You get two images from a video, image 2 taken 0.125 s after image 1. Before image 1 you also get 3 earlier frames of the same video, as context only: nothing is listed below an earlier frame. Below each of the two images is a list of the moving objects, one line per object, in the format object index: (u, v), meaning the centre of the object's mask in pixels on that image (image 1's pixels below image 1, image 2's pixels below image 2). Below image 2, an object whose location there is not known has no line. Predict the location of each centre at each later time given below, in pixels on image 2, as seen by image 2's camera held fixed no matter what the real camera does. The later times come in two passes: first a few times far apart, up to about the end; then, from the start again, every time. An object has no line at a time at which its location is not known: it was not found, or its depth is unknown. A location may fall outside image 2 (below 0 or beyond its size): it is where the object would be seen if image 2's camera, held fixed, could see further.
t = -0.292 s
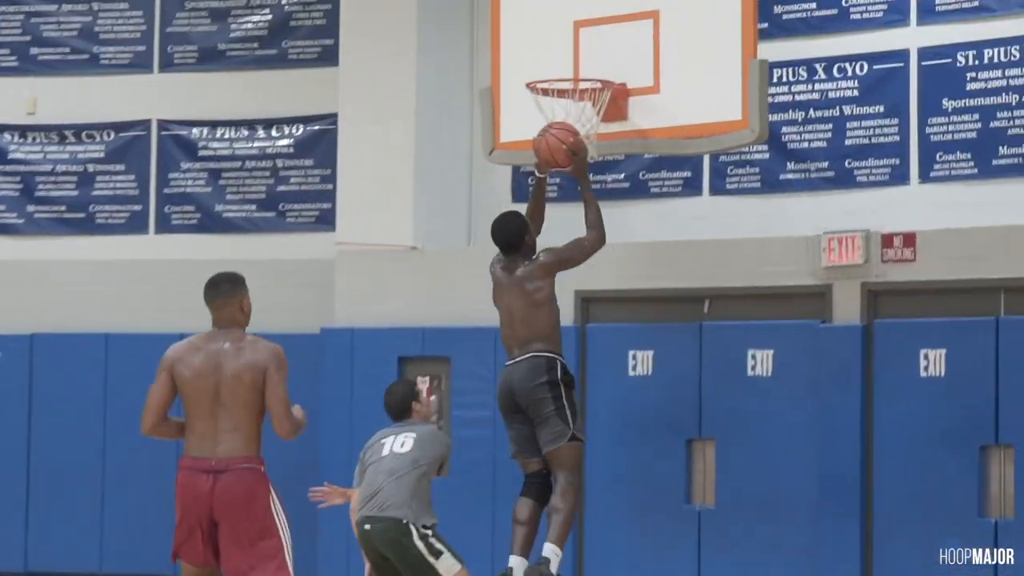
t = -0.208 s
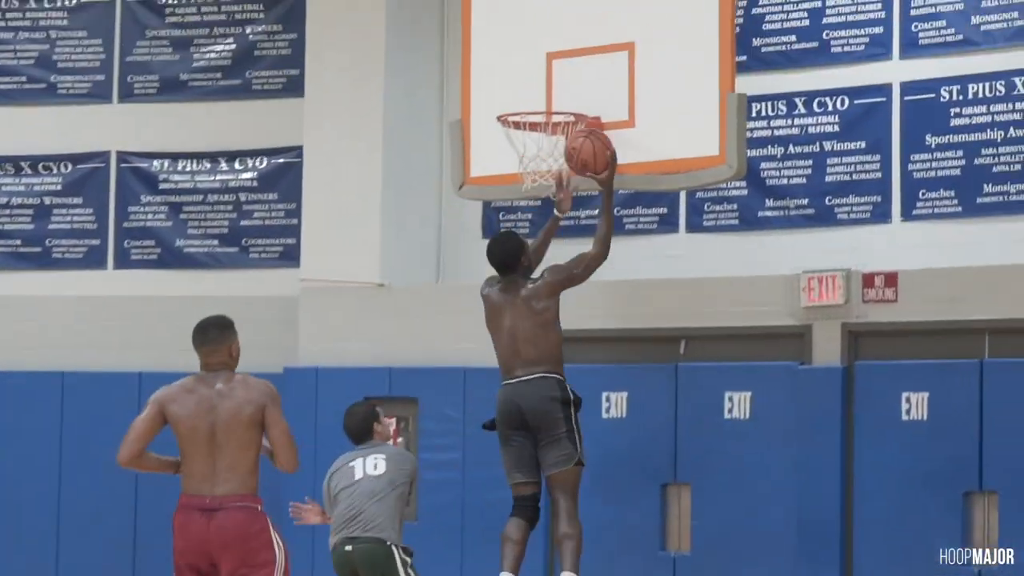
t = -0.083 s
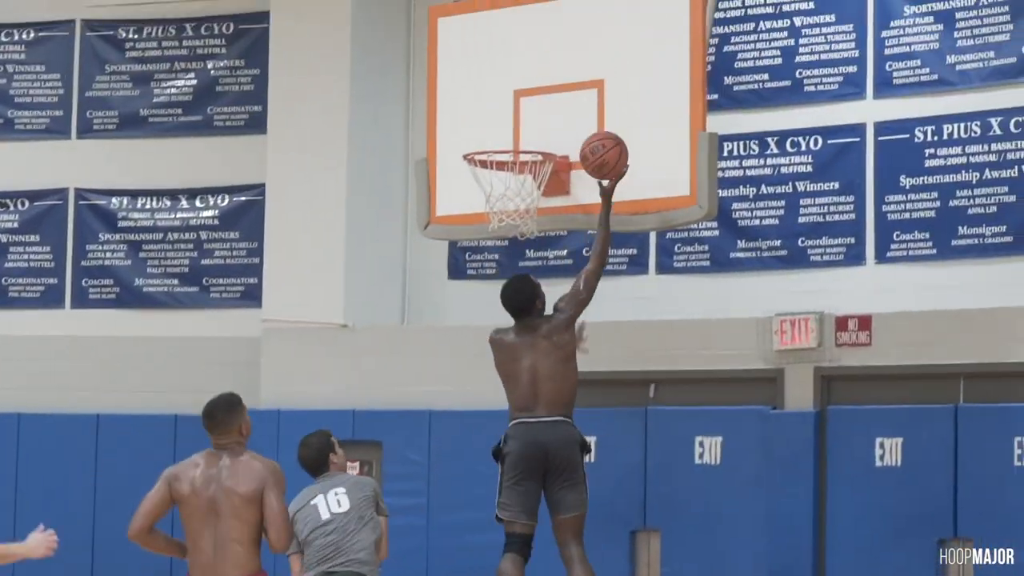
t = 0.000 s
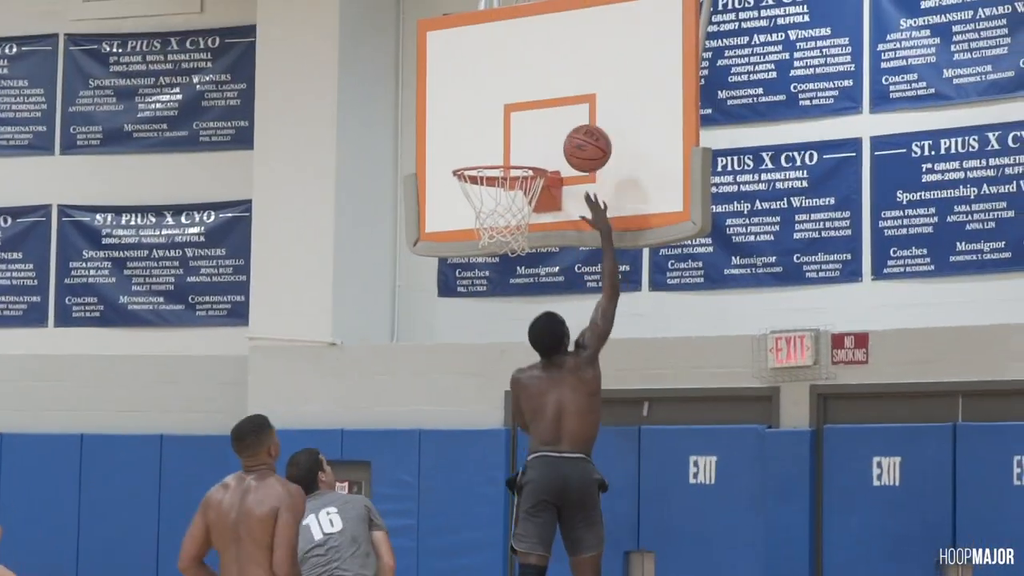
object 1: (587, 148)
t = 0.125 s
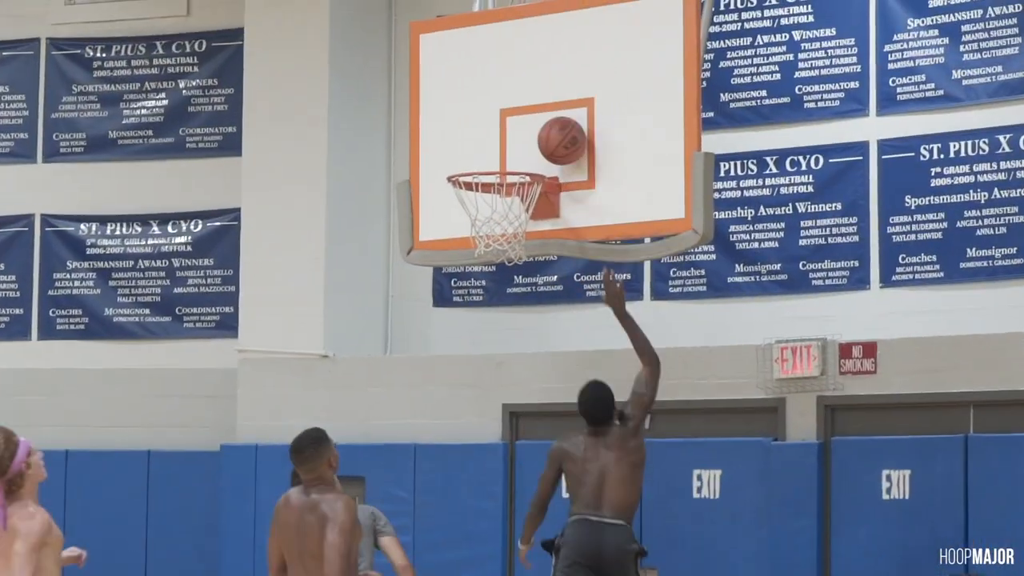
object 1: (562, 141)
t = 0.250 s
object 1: (510, 142)
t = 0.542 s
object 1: (510, 161)
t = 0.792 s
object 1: (464, 214)
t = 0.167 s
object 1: (545, 138)
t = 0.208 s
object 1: (528, 138)
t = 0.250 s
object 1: (510, 142)
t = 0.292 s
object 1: (493, 148)
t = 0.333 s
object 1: (476, 155)
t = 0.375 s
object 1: (472, 159)
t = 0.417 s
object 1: (487, 157)
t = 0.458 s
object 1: (502, 159)
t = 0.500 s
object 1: (509, 160)
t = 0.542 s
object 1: (510, 161)
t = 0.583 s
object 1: (509, 176)
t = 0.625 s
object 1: (503, 183)
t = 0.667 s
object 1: (493, 192)
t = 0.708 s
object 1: (483, 196)
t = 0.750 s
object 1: (473, 207)
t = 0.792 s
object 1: (464, 214)
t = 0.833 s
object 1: (460, 219)
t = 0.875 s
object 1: (458, 223)
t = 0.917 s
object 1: (459, 226)
